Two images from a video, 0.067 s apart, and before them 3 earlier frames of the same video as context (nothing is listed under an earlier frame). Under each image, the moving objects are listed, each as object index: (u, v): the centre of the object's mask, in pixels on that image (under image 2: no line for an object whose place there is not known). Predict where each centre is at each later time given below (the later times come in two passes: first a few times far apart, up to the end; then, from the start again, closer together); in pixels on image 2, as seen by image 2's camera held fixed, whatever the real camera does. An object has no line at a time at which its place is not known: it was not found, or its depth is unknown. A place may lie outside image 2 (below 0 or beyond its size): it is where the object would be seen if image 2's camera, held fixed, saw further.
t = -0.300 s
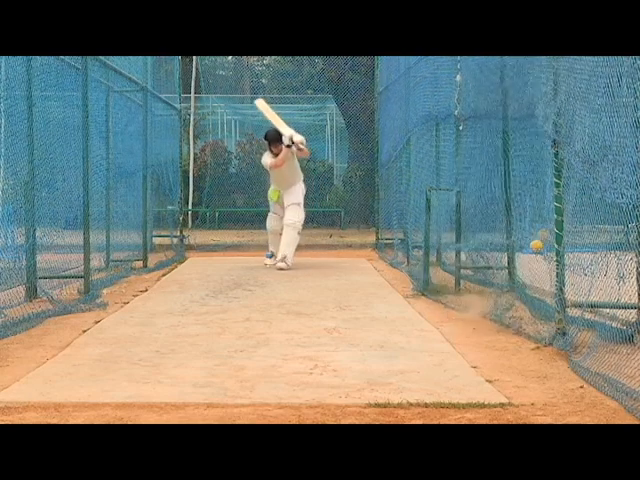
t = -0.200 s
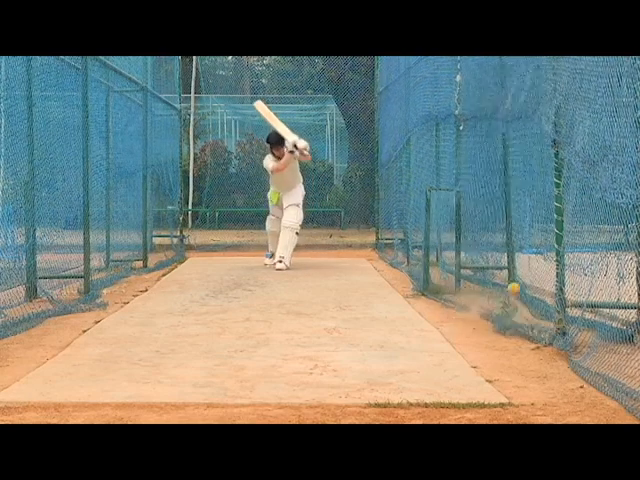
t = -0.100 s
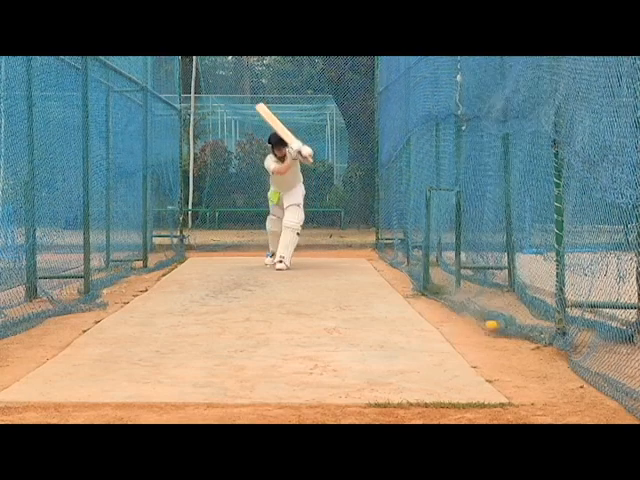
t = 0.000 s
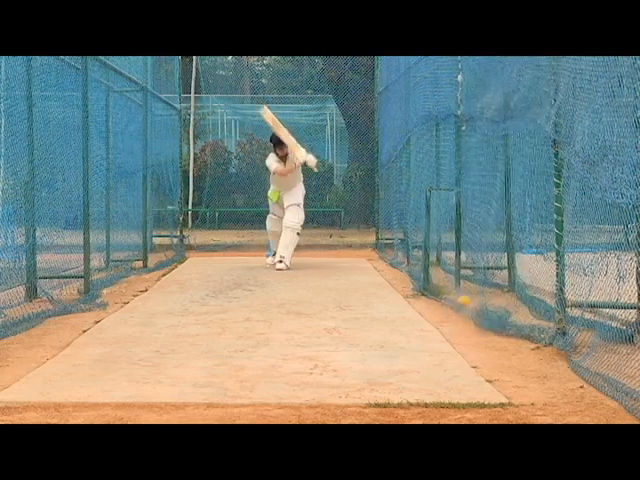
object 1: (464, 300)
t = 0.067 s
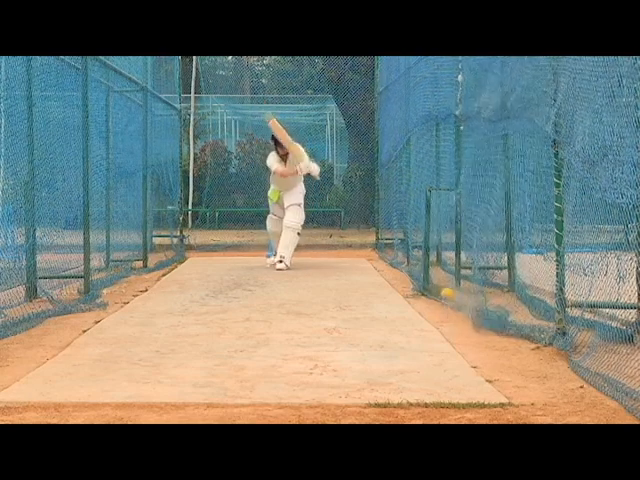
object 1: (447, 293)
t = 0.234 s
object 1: (403, 308)
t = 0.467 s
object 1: (347, 307)
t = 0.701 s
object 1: (296, 311)
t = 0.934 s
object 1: (247, 313)
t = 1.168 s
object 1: (202, 317)
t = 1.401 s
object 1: (160, 317)
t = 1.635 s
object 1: (120, 315)
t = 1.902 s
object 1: (78, 313)
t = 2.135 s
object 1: (45, 313)
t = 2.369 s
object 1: (19, 315)
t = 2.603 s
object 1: (15, 316)
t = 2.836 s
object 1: (20, 316)
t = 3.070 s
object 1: (21, 316)
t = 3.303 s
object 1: (21, 316)
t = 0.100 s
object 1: (438, 292)
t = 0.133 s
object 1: (429, 292)
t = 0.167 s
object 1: (421, 295)
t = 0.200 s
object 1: (412, 299)
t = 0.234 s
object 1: (403, 308)
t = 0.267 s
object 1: (394, 315)
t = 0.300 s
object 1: (386, 324)
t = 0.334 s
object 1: (378, 321)
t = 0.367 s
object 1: (370, 315)
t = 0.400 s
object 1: (362, 311)
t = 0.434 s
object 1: (355, 308)
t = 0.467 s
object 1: (347, 307)
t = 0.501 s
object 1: (340, 308)
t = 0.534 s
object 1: (332, 309)
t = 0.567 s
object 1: (325, 314)
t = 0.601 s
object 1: (316, 320)
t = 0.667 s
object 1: (302, 315)
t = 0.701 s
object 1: (296, 311)
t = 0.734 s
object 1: (288, 311)
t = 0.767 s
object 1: (281, 311)
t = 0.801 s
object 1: (275, 313)
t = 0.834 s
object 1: (268, 318)
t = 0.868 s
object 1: (261, 318)
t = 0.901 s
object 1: (254, 315)
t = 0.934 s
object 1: (247, 313)
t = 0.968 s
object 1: (241, 313)
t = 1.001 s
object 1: (234, 315)
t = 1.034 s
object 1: (228, 318)
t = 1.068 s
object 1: (221, 316)
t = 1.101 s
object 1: (215, 314)
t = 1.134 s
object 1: (209, 314)
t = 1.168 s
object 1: (202, 317)
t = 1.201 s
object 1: (196, 317)
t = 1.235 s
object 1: (190, 315)
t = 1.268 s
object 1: (184, 315)
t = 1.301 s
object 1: (178, 317)
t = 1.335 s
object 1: (172, 317)
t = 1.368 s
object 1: (166, 317)
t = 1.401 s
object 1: (160, 317)
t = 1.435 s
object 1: (153, 316)
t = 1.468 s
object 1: (148, 316)
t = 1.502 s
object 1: (142, 316)
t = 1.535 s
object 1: (136, 316)
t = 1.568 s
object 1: (131, 316)
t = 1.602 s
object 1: (125, 315)
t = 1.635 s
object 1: (120, 315)
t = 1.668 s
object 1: (114, 314)
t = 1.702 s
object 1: (108, 313)
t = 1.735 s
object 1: (103, 313)
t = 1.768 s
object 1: (98, 312)
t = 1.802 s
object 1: (95, 313)
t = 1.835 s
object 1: (88, 316)
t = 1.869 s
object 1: (83, 315)
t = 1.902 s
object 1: (78, 313)
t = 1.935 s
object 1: (73, 314)
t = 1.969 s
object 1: (68, 316)
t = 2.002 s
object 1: (64, 314)
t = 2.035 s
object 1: (59, 313)
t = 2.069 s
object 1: (54, 314)
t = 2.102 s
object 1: (49, 315)
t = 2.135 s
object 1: (45, 313)
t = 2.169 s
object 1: (41, 313)
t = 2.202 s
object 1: (36, 314)
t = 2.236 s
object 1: (32, 315)
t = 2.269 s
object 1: (29, 315)
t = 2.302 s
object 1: (25, 315)
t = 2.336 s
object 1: (22, 316)
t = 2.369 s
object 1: (19, 315)
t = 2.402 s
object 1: (15, 316)
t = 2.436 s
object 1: (14, 316)
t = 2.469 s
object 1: (13, 316)
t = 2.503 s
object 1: (13, 316)
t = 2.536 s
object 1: (13, 316)
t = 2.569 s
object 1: (14, 316)
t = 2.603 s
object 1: (15, 316)
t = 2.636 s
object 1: (15, 316)
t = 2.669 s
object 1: (17, 316)
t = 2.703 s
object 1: (18, 316)
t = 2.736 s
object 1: (18, 315)
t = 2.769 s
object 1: (18, 316)
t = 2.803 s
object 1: (19, 316)
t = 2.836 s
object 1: (20, 316)
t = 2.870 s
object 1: (20, 316)
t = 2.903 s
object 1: (21, 316)
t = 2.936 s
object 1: (21, 316)
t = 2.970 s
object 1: (21, 316)
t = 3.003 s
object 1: (21, 316)
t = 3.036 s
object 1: (21, 316)
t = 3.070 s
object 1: (21, 316)
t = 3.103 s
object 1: (21, 316)
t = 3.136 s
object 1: (21, 316)
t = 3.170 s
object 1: (21, 316)
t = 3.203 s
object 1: (21, 316)
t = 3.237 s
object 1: (21, 316)
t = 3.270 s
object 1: (21, 316)
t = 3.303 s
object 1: (21, 316)
